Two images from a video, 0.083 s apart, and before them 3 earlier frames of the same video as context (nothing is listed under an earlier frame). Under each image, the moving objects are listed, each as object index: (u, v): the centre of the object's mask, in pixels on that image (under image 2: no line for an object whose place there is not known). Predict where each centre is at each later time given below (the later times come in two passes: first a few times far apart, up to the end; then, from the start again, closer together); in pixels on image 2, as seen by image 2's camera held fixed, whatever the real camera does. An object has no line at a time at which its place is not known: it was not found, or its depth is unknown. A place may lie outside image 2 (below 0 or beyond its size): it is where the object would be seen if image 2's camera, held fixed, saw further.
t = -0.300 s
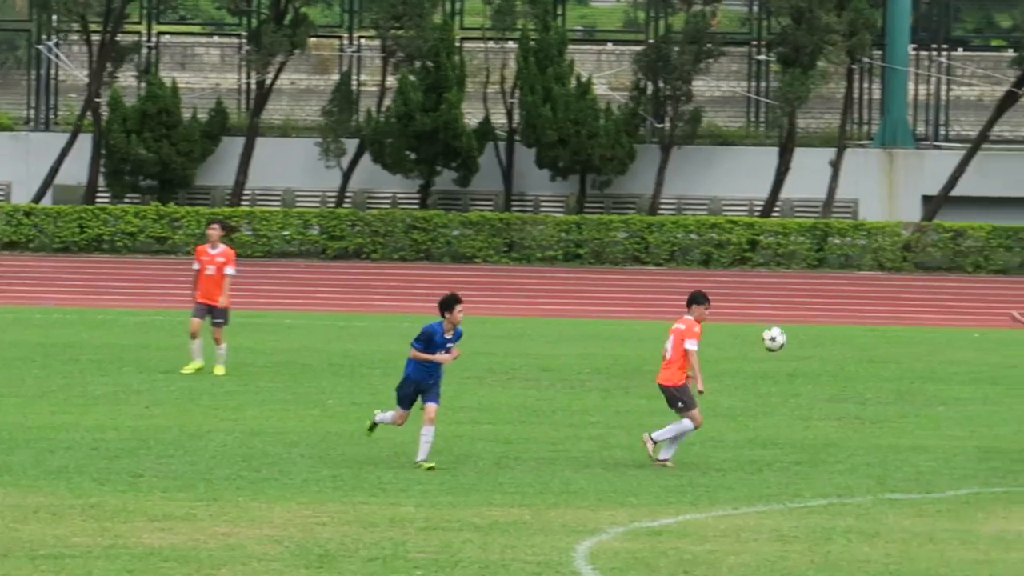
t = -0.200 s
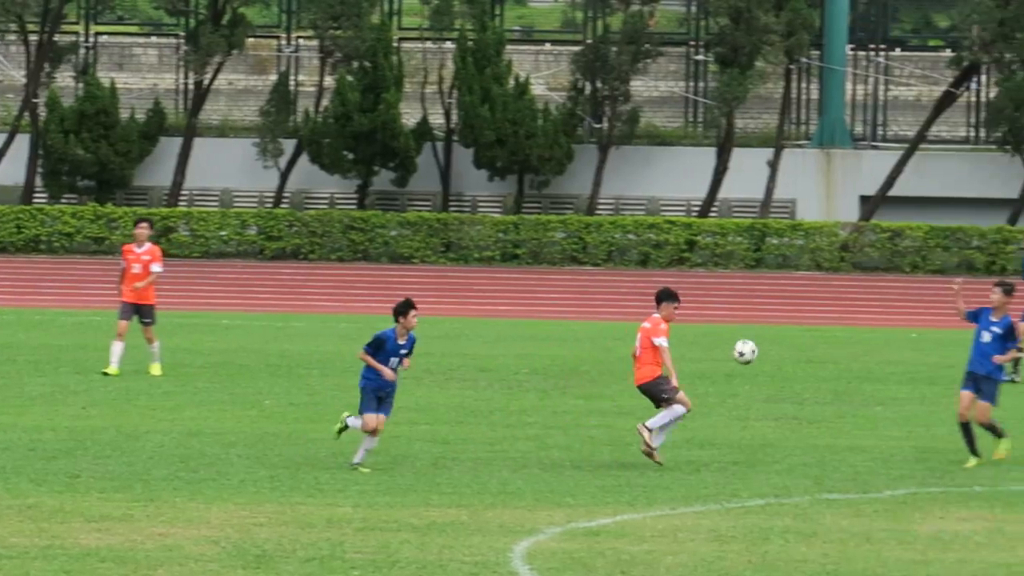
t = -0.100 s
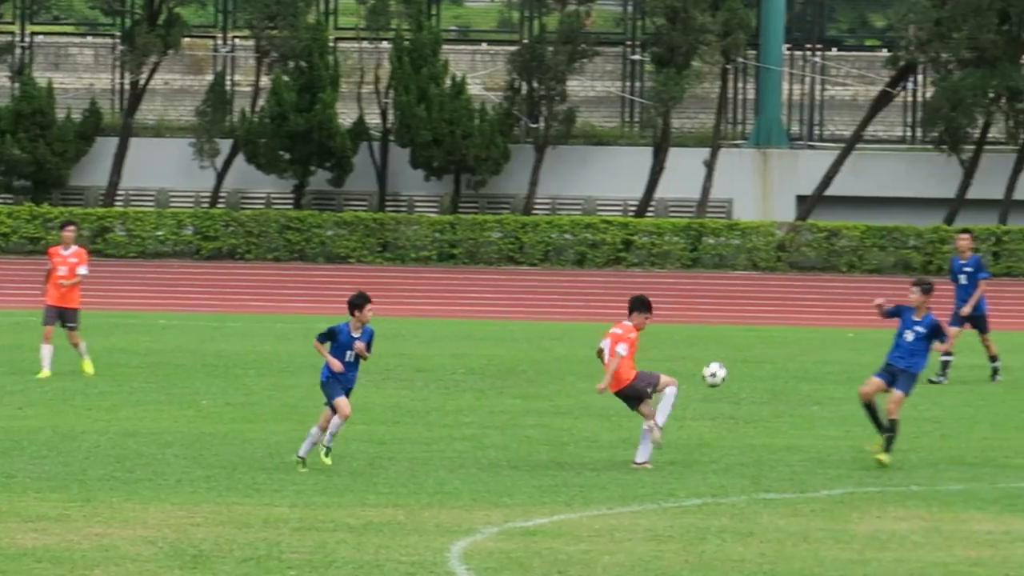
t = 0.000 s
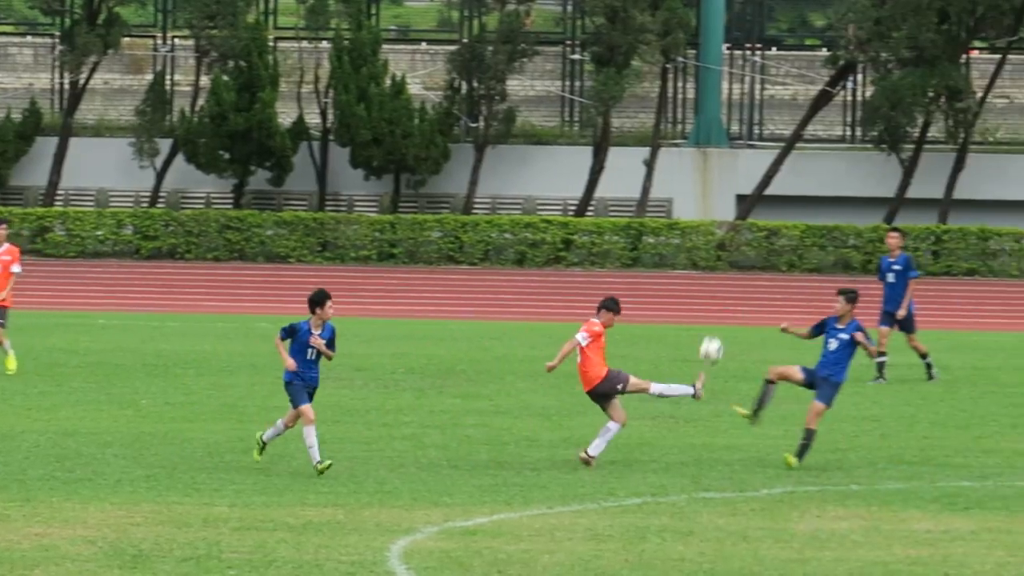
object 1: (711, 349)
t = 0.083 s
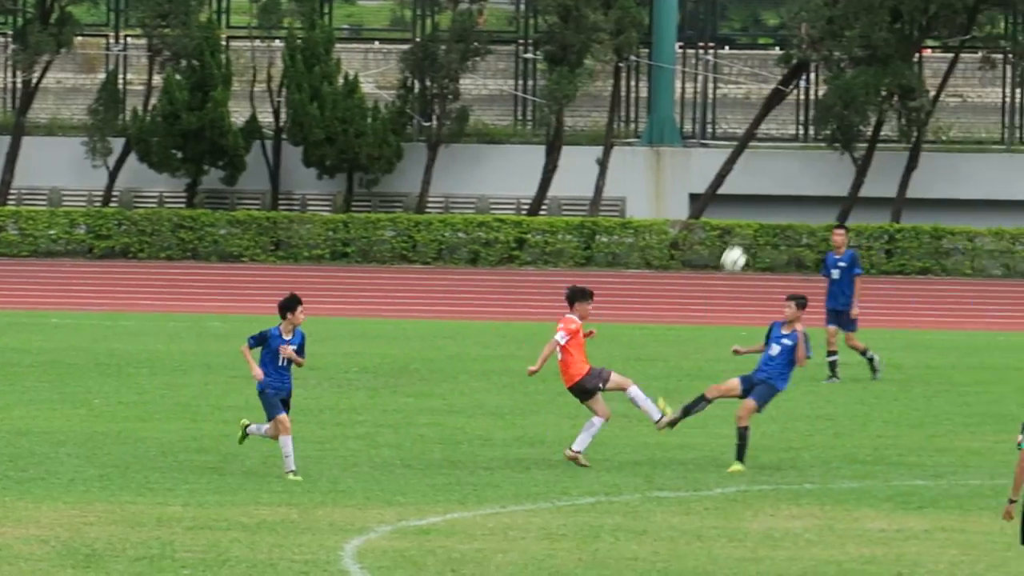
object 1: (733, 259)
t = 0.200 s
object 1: (830, 153)
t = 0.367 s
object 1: (969, 32)
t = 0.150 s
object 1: (789, 196)
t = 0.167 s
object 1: (803, 181)
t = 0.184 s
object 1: (816, 167)
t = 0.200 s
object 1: (830, 153)
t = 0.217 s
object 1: (844, 139)
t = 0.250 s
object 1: (872, 112)
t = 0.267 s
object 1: (886, 100)
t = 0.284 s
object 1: (900, 87)
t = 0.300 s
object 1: (914, 75)
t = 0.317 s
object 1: (927, 62)
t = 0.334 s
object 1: (941, 51)
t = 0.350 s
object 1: (956, 41)
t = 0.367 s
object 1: (969, 32)
